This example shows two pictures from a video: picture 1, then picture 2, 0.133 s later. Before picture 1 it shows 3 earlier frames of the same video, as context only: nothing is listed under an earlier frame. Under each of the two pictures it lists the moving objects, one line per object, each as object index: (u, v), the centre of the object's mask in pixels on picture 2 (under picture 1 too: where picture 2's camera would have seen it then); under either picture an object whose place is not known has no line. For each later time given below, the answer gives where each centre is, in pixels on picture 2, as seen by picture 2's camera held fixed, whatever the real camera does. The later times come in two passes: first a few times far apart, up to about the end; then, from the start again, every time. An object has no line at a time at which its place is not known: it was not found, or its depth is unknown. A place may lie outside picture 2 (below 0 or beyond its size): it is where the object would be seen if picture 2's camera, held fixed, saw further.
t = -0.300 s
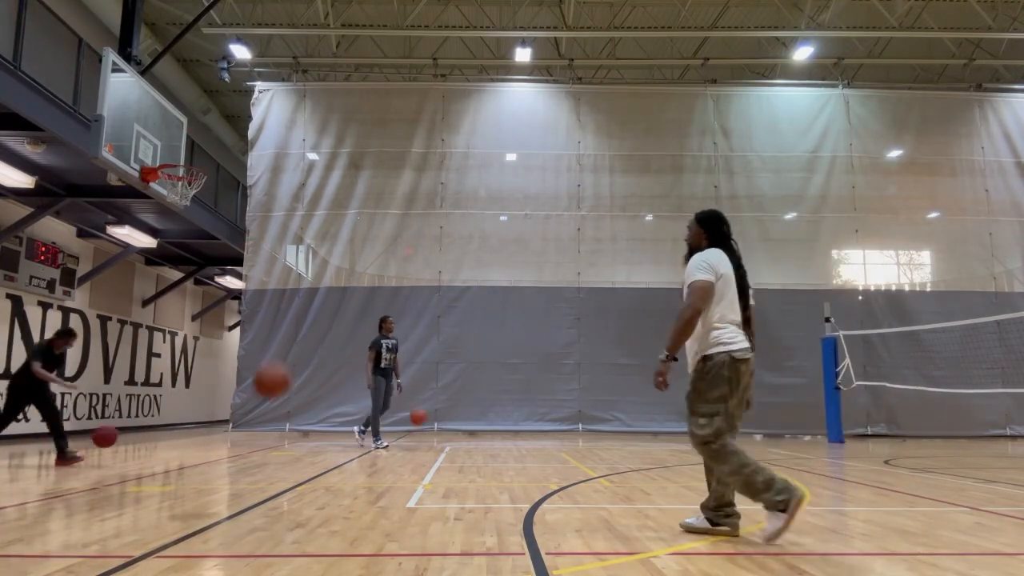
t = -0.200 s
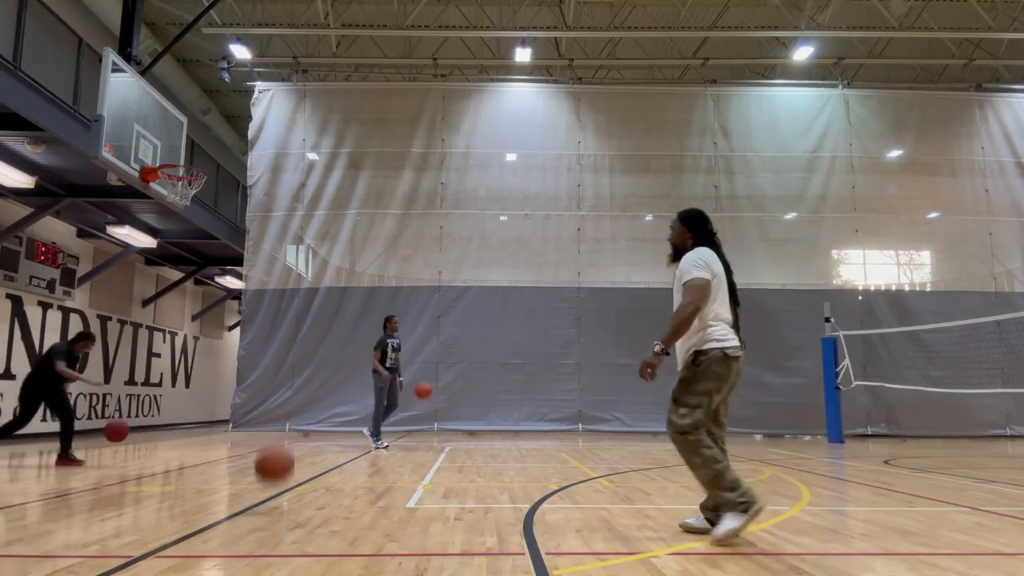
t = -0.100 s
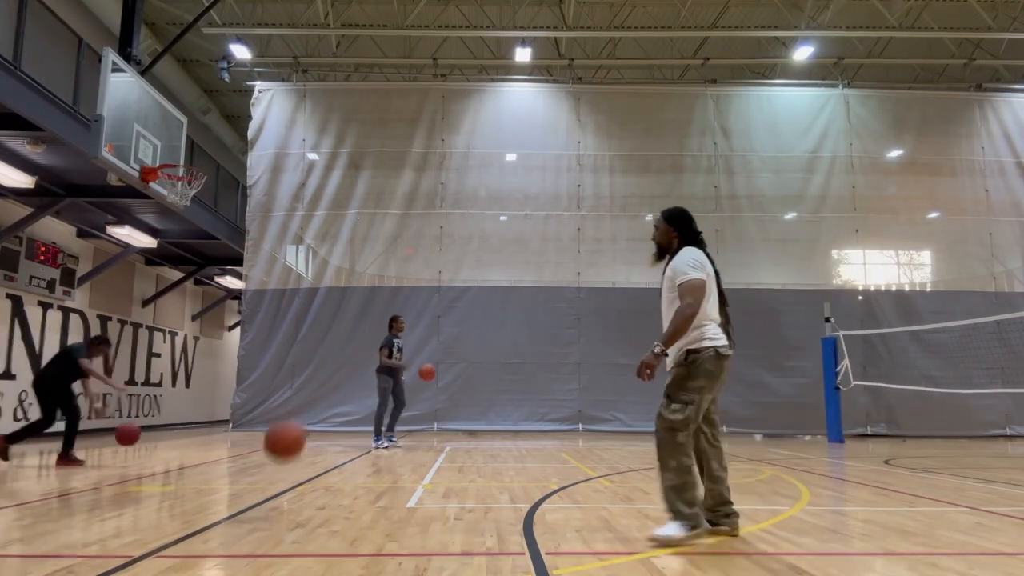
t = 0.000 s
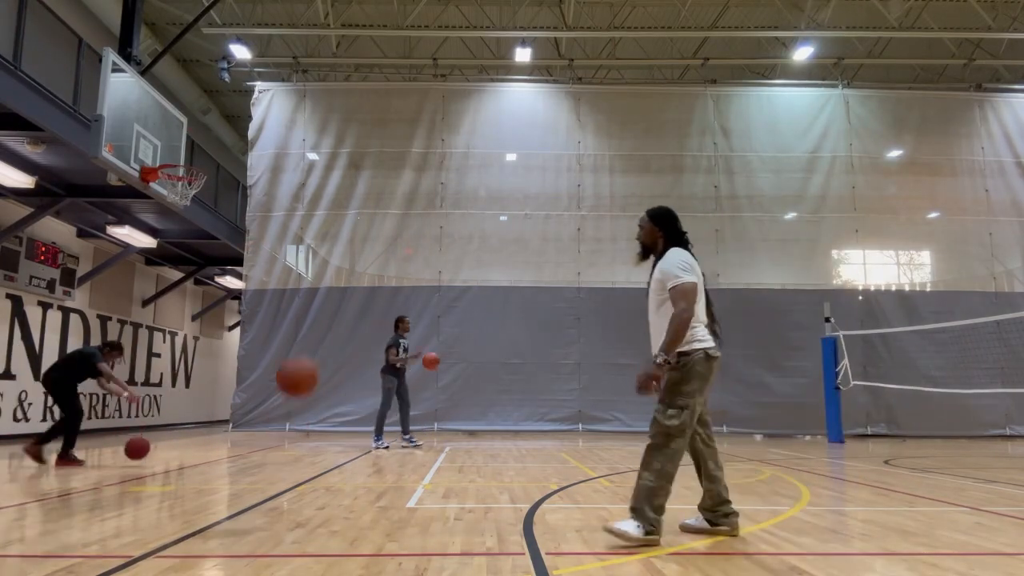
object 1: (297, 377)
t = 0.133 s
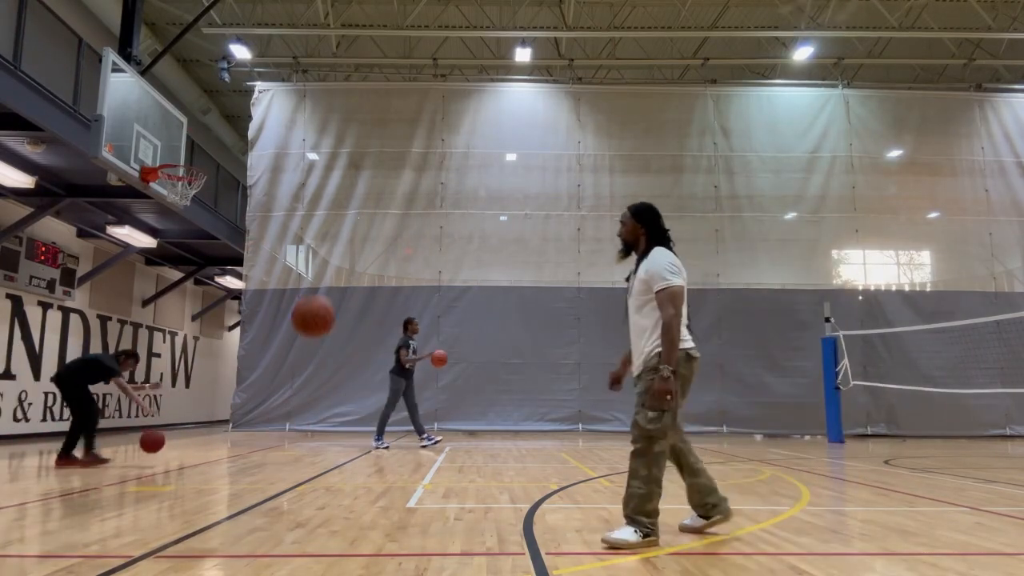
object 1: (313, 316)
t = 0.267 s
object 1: (328, 282)
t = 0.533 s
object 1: (358, 309)
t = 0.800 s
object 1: (388, 505)
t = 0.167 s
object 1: (316, 305)
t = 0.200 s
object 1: (321, 296)
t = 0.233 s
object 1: (324, 288)
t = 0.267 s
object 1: (328, 282)
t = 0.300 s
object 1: (331, 278)
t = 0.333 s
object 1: (335, 276)
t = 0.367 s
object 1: (339, 276)
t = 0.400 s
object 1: (343, 278)
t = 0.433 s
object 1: (347, 282)
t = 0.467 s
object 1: (350, 288)
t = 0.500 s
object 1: (354, 298)
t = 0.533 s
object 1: (358, 309)
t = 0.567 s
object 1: (362, 321)
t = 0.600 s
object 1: (365, 338)
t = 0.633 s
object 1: (369, 357)
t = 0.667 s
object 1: (373, 380)
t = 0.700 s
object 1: (377, 405)
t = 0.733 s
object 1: (380, 434)
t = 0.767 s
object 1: (384, 467)
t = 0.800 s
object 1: (388, 505)
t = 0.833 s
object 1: (393, 538)
